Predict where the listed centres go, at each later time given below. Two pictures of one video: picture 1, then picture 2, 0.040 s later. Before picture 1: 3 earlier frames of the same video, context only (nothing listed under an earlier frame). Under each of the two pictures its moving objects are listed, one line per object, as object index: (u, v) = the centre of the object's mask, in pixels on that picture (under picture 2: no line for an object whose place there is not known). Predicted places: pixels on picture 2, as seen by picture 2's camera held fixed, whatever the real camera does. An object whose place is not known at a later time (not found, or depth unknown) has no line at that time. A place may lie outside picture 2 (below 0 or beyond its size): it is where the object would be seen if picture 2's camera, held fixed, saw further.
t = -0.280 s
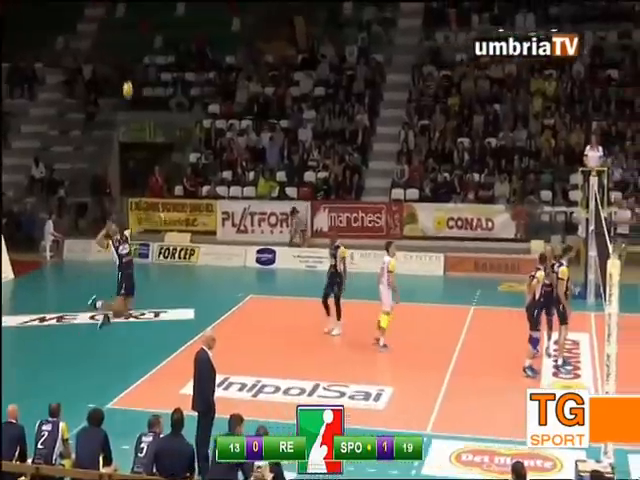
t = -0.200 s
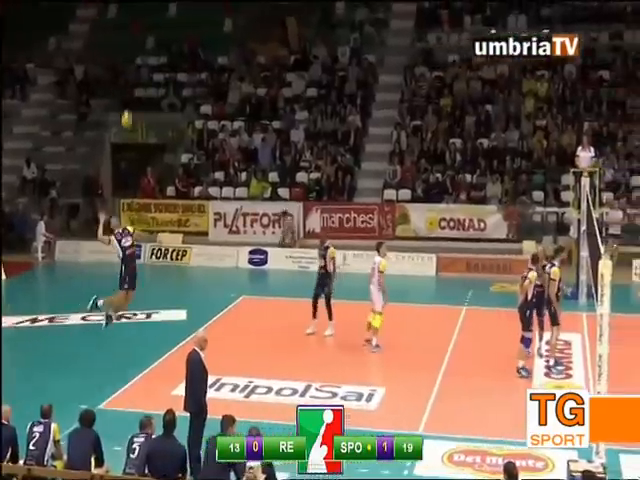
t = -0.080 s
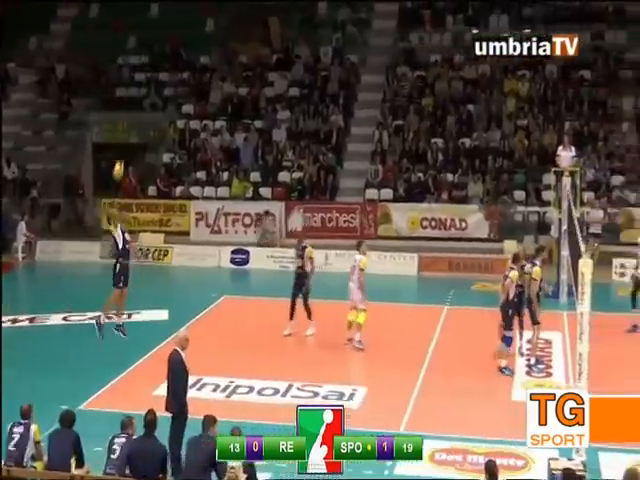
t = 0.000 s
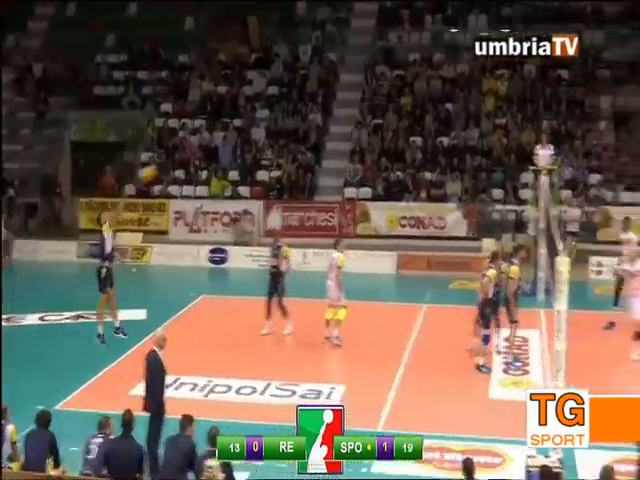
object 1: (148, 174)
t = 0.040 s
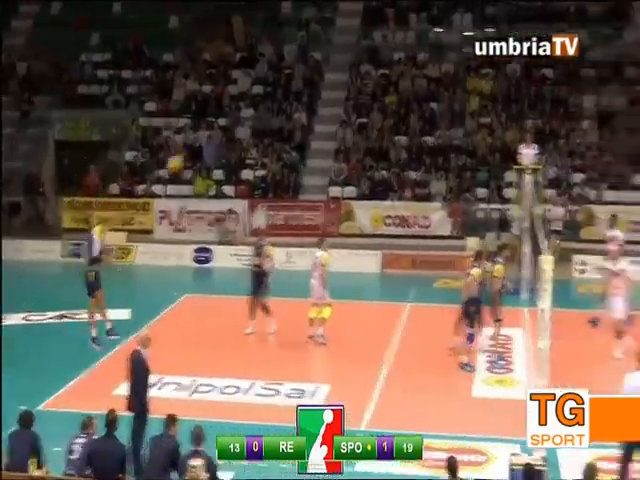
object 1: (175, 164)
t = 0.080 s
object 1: (216, 155)
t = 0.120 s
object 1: (257, 149)
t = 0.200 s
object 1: (338, 143)
